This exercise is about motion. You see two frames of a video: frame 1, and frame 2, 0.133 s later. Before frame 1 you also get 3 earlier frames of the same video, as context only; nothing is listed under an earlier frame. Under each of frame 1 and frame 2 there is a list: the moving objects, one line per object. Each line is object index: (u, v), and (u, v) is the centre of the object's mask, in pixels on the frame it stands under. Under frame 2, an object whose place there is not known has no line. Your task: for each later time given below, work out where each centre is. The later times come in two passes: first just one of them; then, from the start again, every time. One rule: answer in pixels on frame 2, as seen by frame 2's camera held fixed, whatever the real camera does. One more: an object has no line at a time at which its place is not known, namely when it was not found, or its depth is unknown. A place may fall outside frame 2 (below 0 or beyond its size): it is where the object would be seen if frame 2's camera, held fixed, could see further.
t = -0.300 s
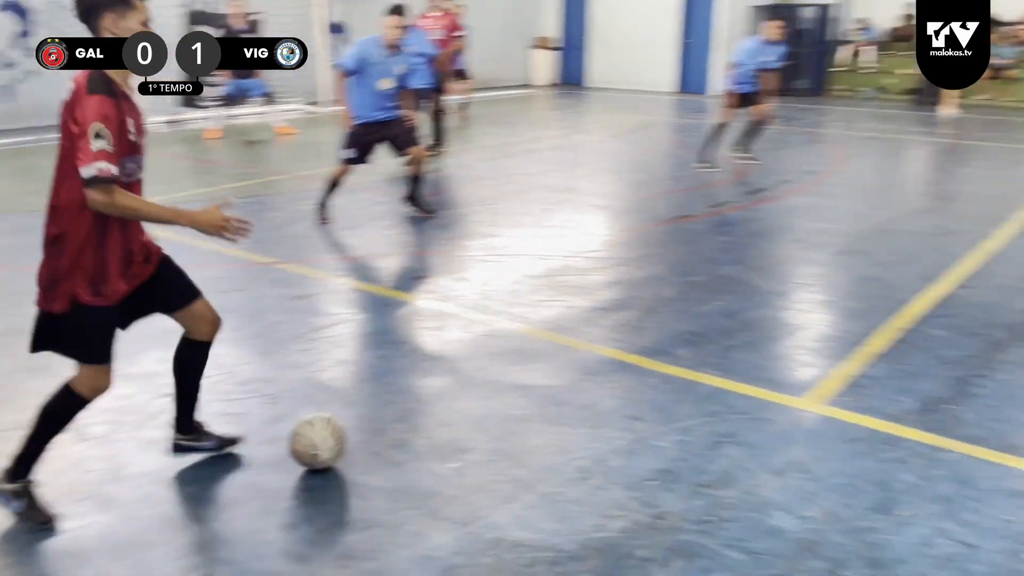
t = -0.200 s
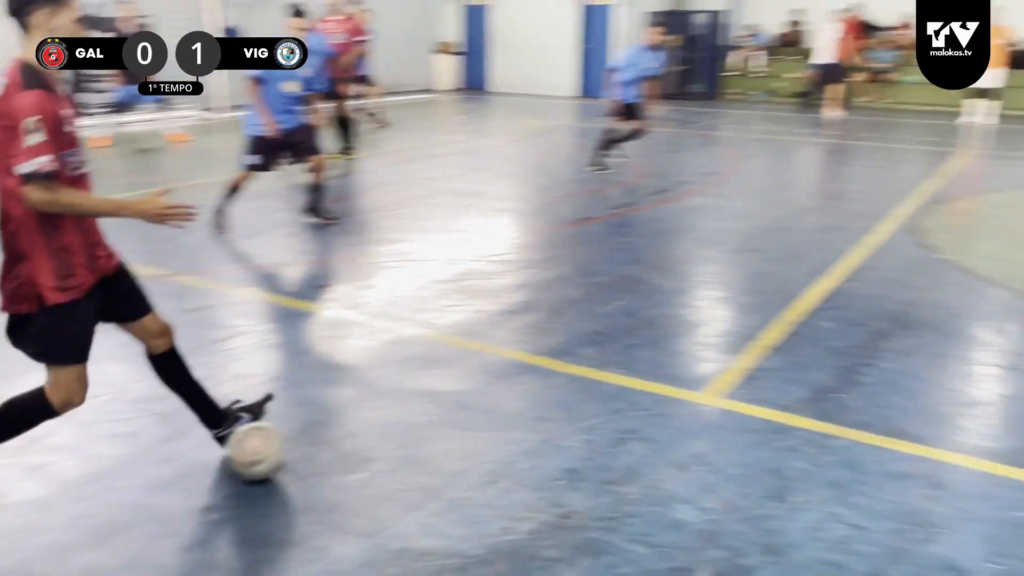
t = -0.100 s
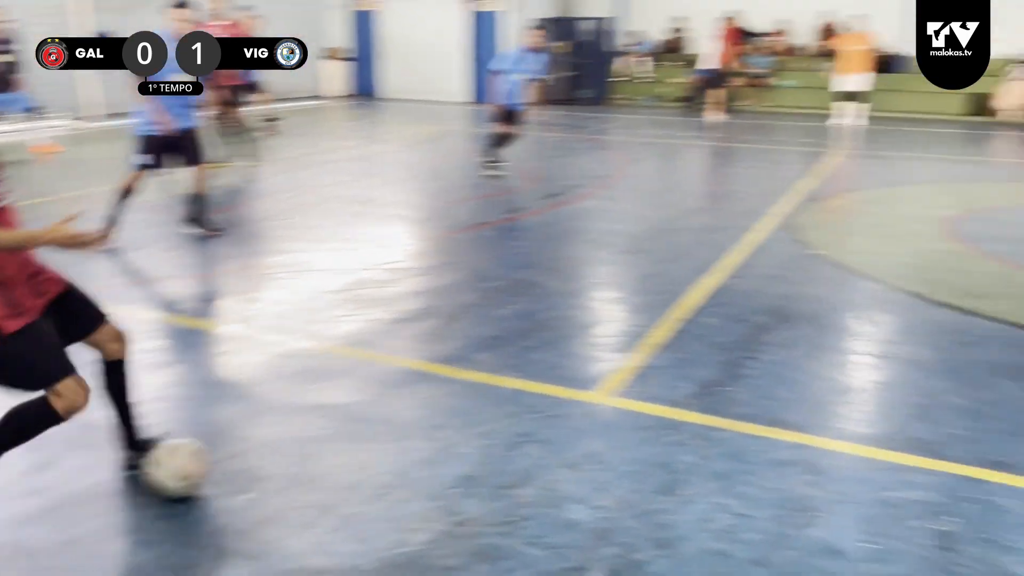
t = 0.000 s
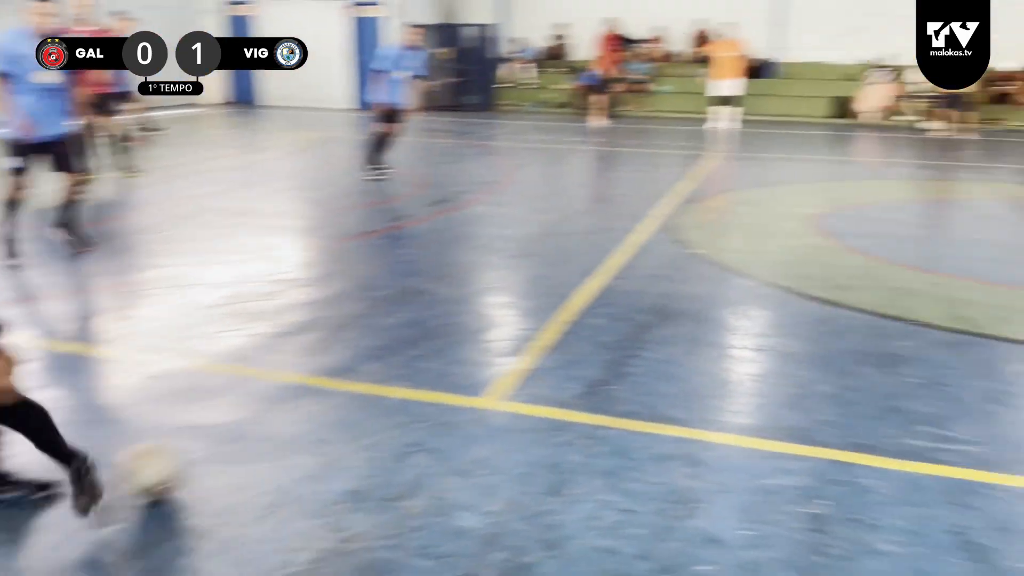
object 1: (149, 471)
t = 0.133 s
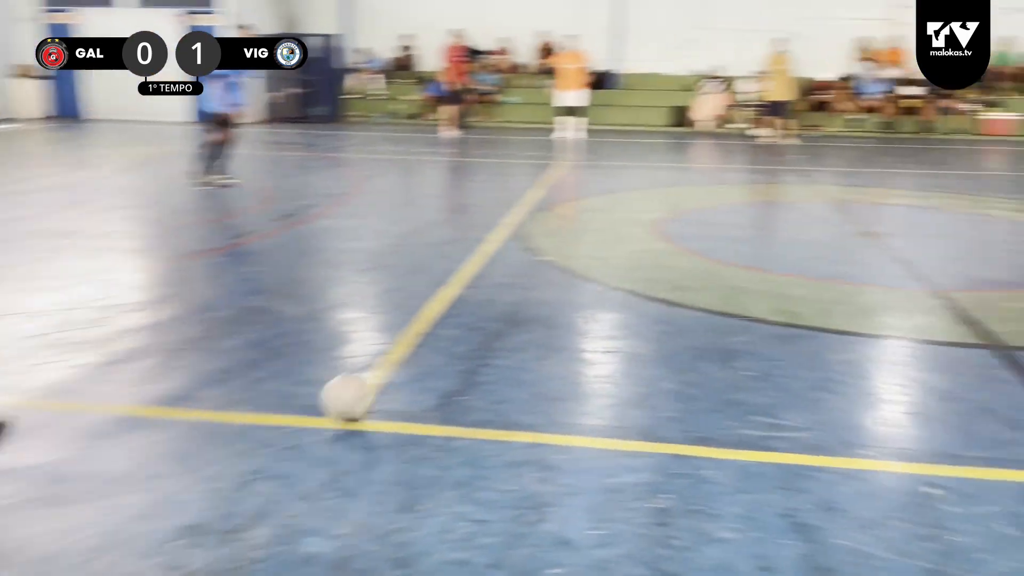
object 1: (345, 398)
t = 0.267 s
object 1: (567, 332)
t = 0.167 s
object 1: (414, 375)
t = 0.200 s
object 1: (470, 359)
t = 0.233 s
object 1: (522, 345)
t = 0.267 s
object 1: (567, 332)
